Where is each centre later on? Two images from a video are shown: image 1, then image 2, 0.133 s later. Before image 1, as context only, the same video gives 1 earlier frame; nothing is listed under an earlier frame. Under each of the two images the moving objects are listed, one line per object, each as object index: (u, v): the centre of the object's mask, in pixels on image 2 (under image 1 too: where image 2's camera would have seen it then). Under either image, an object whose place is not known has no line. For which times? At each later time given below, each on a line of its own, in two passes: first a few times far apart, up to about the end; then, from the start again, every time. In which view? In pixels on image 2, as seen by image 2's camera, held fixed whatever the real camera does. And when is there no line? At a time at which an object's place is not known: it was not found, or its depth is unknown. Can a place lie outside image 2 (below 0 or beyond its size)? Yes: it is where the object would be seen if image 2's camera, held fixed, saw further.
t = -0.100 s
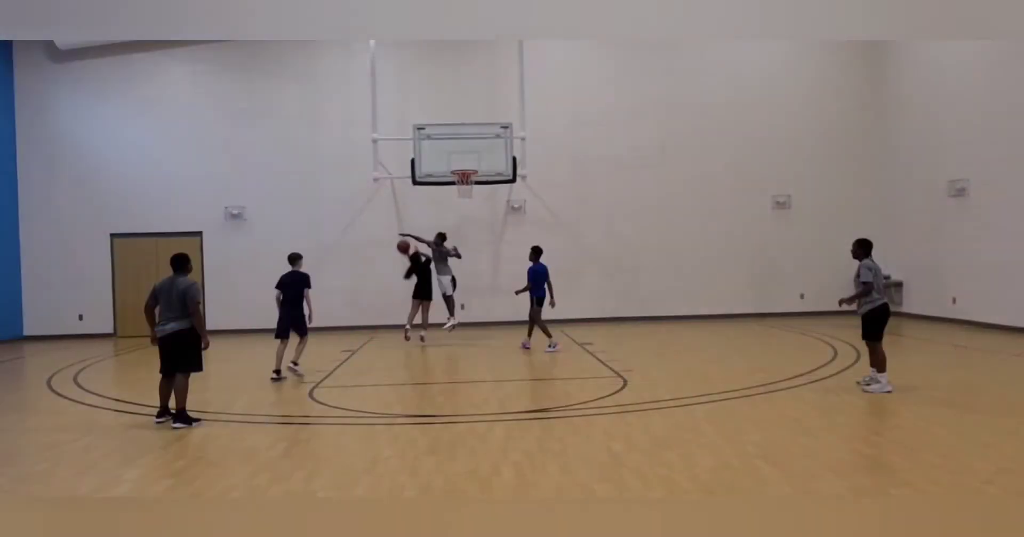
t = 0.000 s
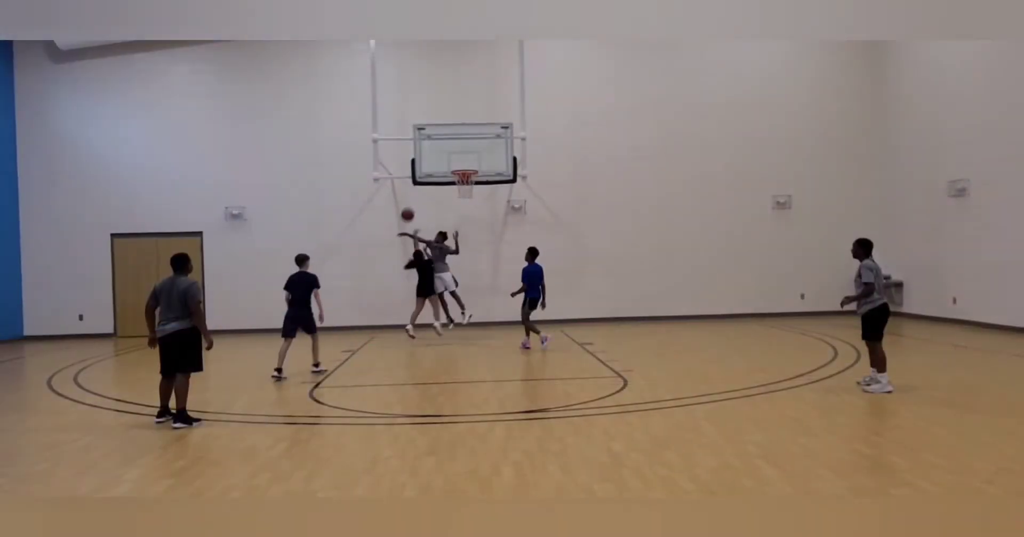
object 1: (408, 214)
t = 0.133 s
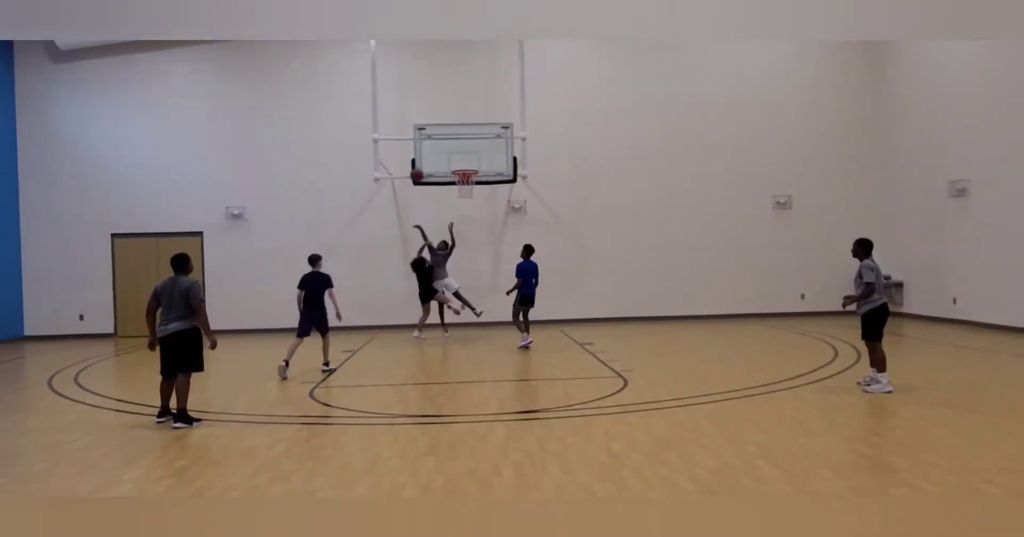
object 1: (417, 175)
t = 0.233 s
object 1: (424, 152)
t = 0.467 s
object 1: (440, 120)
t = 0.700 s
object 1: (456, 118)
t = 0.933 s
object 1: (467, 139)
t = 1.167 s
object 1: (464, 158)
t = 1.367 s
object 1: (444, 152)
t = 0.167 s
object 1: (419, 167)
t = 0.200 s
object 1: (422, 159)
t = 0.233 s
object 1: (424, 152)
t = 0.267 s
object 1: (426, 145)
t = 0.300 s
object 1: (428, 140)
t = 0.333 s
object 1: (431, 134)
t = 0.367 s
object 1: (433, 130)
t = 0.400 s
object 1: (435, 126)
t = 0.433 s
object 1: (437, 122)
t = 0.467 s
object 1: (440, 120)
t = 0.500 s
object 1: (442, 118)
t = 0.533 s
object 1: (444, 116)
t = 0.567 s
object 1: (447, 115)
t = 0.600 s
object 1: (449, 115)
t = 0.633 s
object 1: (451, 115)
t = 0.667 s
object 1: (454, 116)
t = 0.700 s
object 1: (456, 118)
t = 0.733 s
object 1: (458, 119)
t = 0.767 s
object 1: (460, 122)
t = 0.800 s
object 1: (462, 124)
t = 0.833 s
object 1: (463, 127)
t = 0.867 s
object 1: (464, 130)
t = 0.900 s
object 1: (465, 135)
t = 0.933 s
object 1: (467, 139)
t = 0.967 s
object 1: (468, 145)
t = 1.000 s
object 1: (469, 150)
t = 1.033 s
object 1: (471, 157)
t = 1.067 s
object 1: (472, 163)
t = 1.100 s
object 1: (470, 164)
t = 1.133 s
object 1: (467, 161)
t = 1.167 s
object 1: (464, 158)
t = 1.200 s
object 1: (461, 156)
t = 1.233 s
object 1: (458, 154)
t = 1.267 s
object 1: (454, 152)
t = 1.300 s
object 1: (451, 152)
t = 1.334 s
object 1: (447, 152)
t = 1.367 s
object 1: (444, 152)
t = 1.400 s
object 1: (440, 154)
